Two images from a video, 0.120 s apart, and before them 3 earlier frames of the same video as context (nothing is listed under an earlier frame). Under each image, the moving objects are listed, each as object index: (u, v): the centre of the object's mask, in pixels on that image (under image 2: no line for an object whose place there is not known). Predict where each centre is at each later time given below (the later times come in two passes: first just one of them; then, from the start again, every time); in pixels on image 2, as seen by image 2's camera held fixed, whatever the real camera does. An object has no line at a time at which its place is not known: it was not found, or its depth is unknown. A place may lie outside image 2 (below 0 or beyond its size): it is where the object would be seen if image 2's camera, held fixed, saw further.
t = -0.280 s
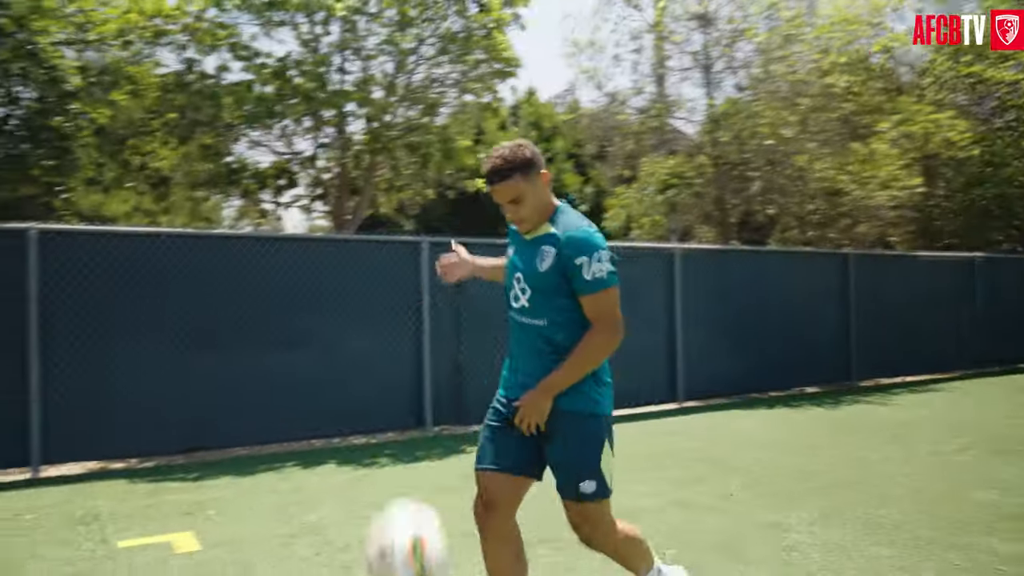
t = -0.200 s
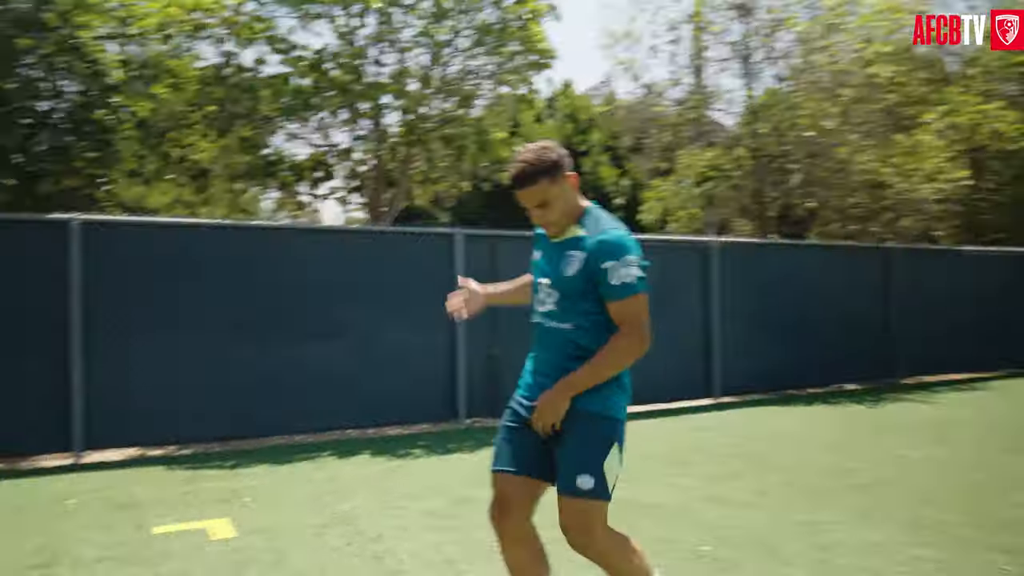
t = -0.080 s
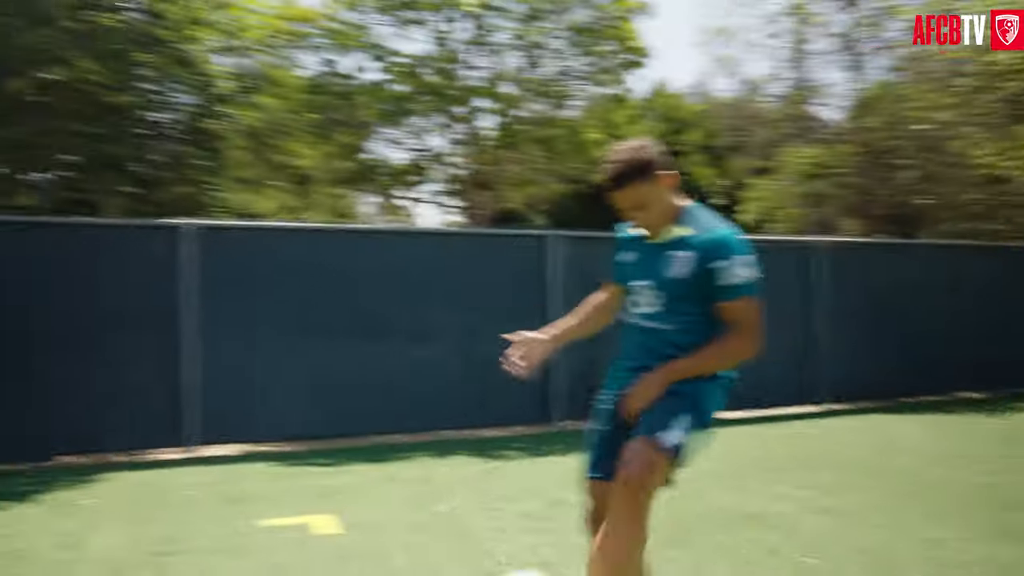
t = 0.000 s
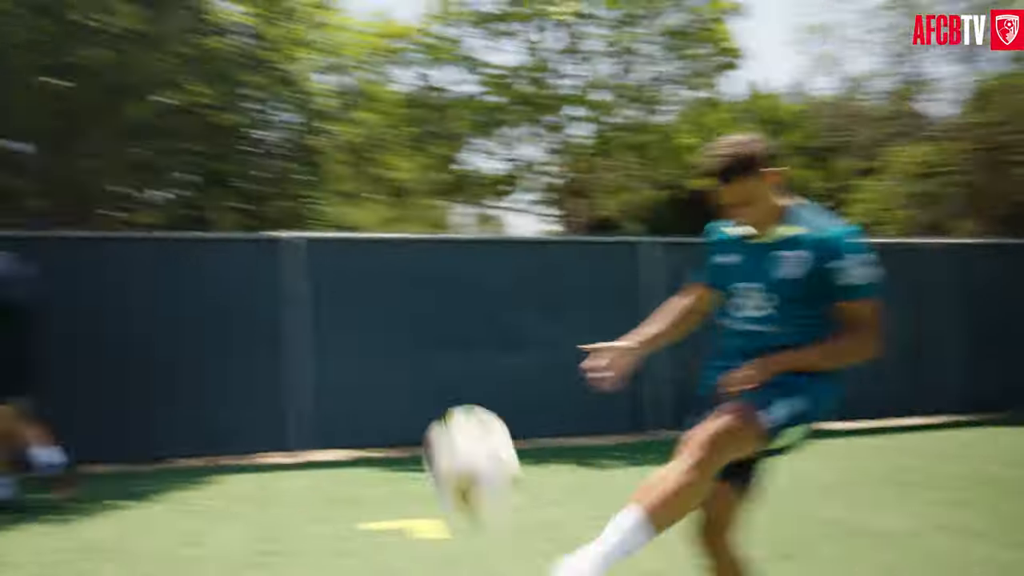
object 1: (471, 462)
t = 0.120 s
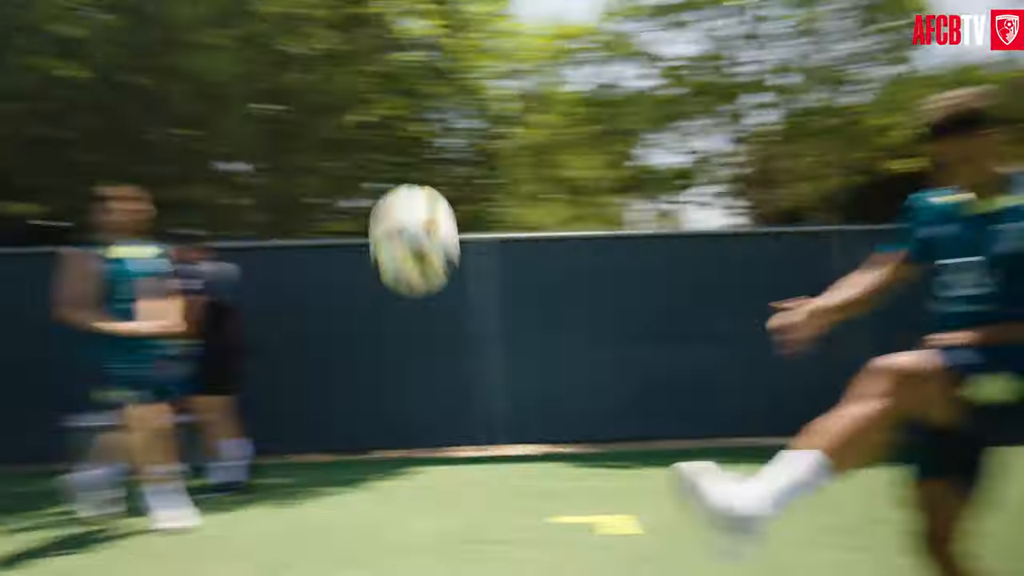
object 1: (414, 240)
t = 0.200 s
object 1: (269, 135)
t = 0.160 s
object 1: (339, 182)
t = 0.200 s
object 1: (269, 135)
